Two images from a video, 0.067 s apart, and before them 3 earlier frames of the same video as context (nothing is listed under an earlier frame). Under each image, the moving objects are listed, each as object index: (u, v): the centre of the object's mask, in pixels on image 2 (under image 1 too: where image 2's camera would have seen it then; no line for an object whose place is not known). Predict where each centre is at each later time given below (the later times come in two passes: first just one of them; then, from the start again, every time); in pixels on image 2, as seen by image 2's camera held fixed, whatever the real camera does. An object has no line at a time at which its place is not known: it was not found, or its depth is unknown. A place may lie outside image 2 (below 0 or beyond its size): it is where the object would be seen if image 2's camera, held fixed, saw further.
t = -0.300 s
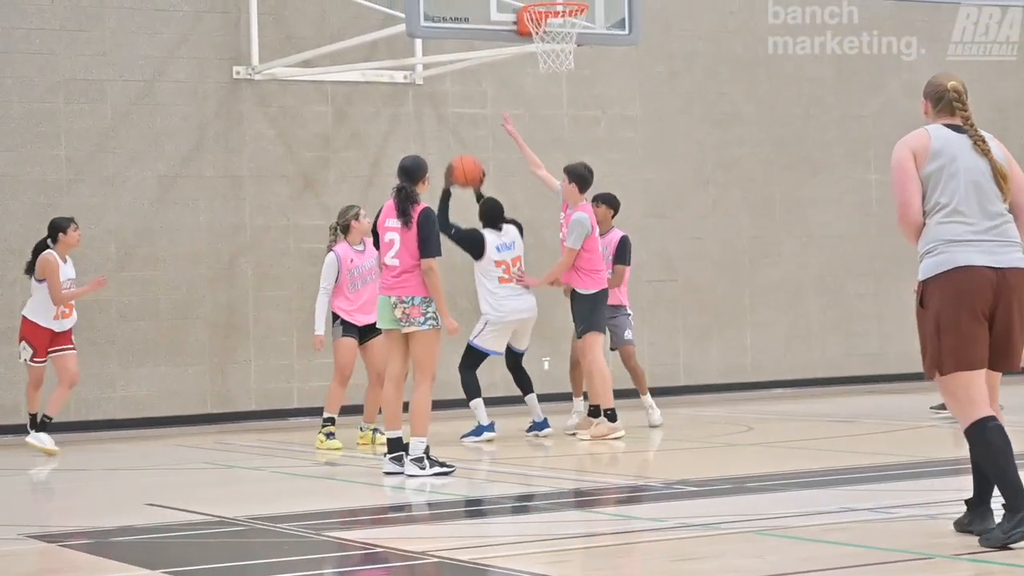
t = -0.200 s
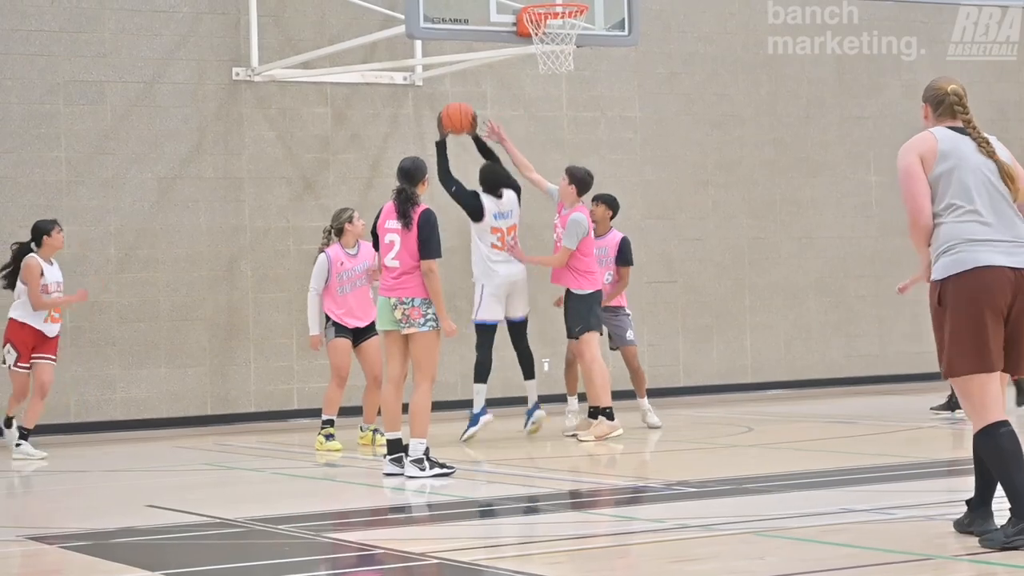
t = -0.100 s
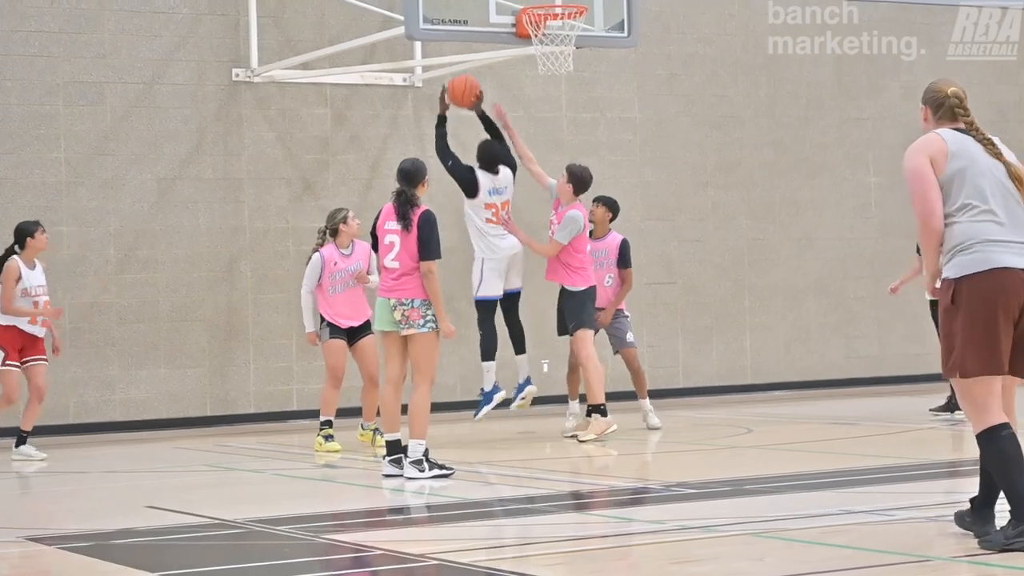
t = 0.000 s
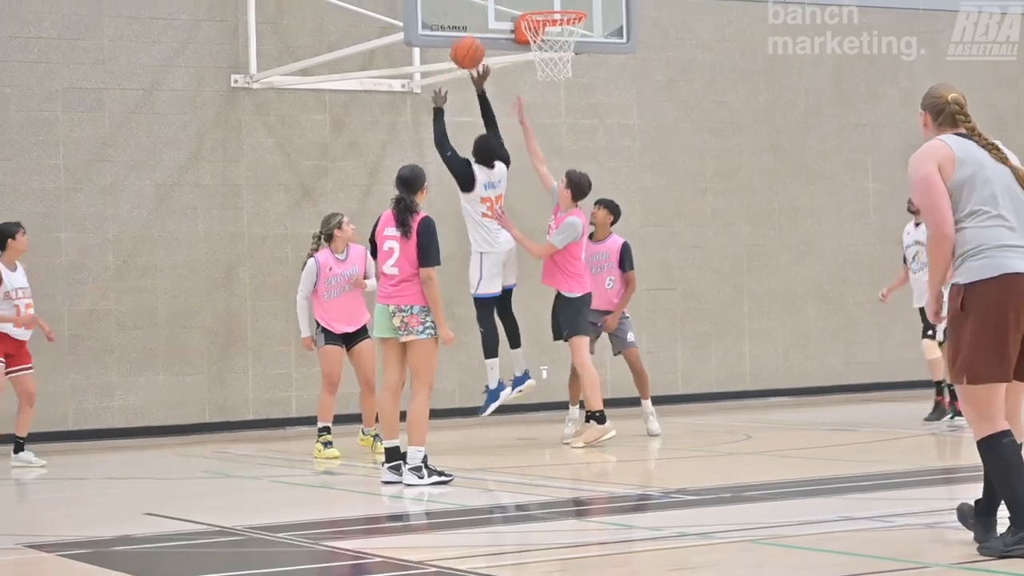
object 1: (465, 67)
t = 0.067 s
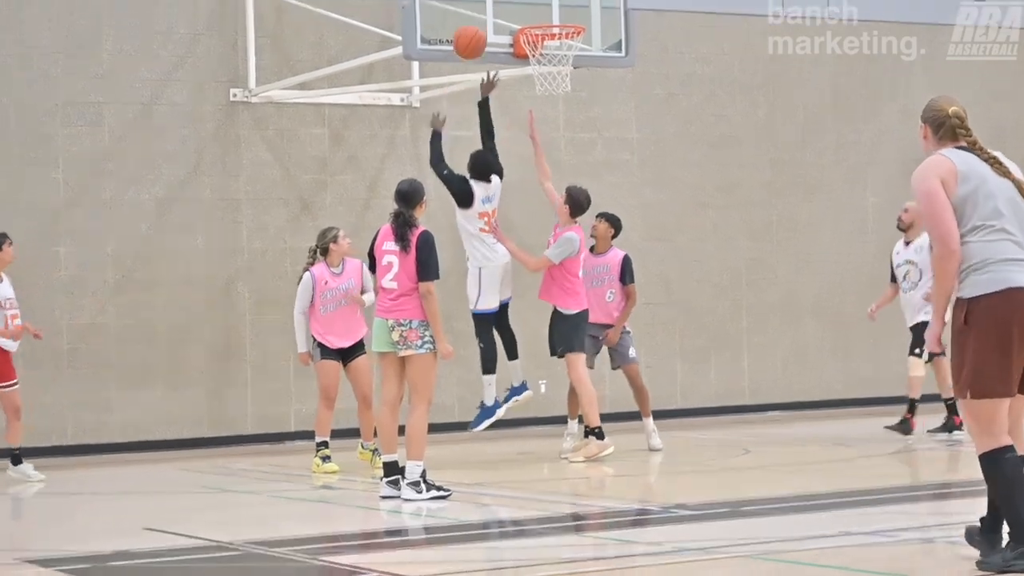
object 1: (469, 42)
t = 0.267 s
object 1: (480, 6)
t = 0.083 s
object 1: (470, 37)
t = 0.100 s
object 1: (471, 33)
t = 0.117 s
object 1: (472, 28)
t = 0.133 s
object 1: (473, 24)
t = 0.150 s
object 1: (474, 20)
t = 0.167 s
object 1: (474, 17)
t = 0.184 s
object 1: (475, 14)
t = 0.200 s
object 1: (476, 12)
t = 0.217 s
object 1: (477, 10)
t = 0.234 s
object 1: (478, 8)
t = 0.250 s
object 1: (479, 7)
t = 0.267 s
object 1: (480, 6)
